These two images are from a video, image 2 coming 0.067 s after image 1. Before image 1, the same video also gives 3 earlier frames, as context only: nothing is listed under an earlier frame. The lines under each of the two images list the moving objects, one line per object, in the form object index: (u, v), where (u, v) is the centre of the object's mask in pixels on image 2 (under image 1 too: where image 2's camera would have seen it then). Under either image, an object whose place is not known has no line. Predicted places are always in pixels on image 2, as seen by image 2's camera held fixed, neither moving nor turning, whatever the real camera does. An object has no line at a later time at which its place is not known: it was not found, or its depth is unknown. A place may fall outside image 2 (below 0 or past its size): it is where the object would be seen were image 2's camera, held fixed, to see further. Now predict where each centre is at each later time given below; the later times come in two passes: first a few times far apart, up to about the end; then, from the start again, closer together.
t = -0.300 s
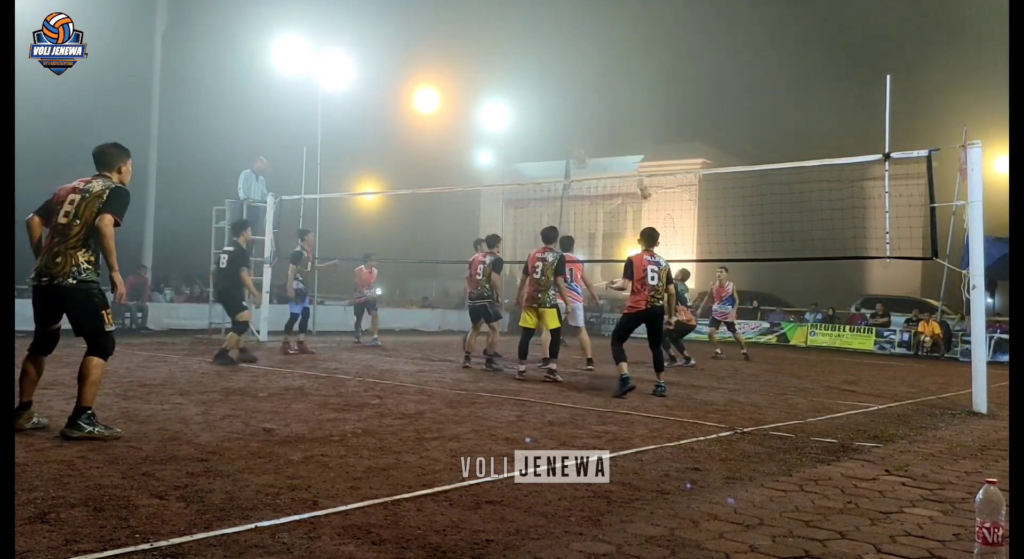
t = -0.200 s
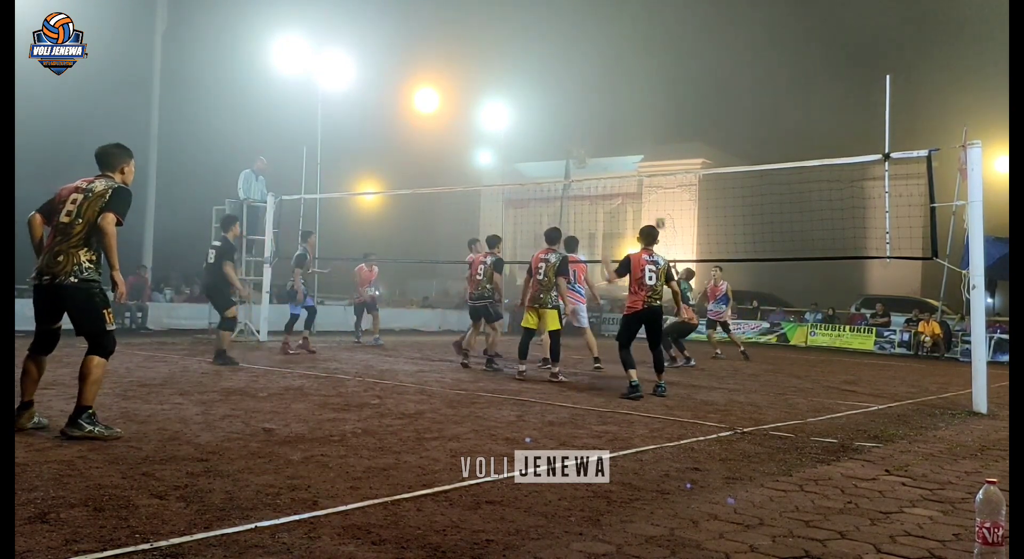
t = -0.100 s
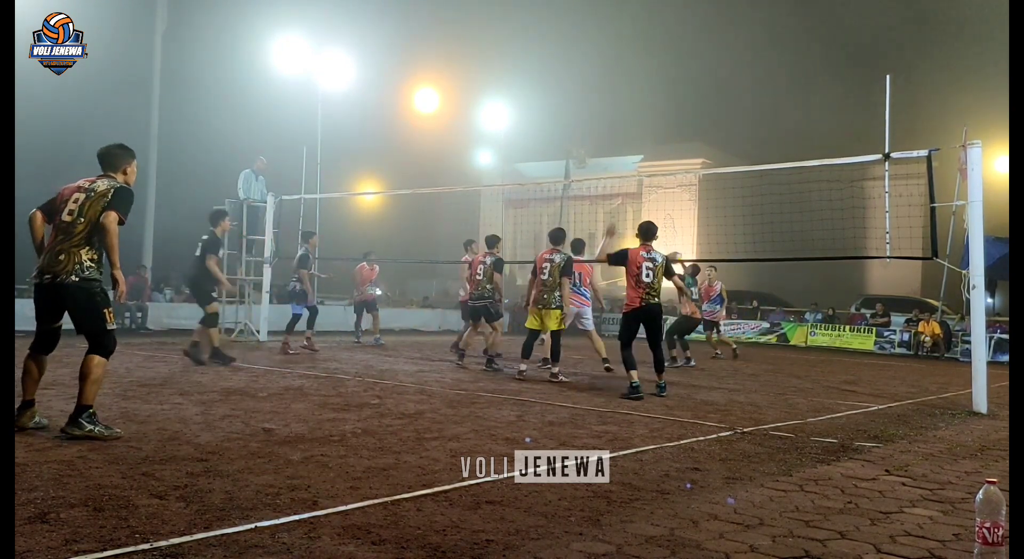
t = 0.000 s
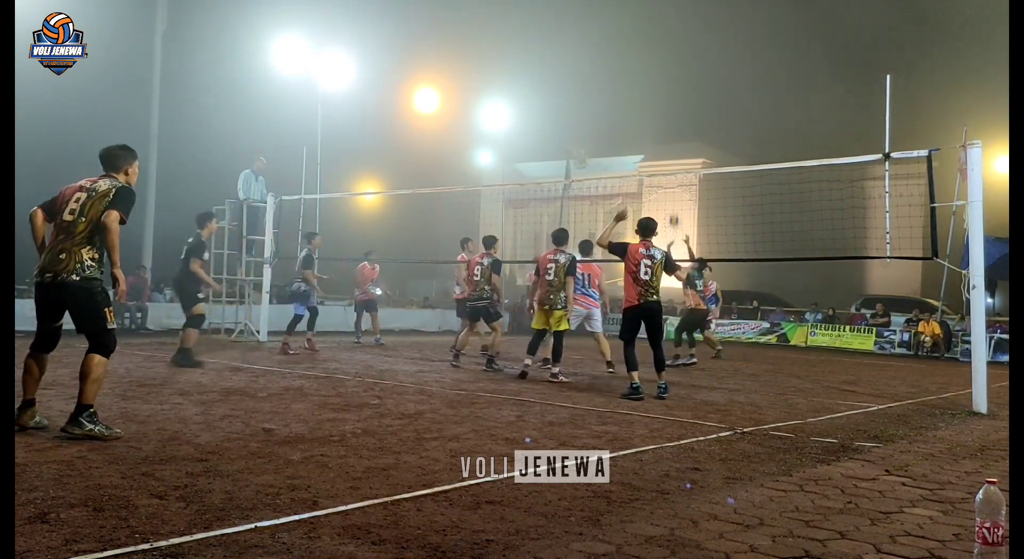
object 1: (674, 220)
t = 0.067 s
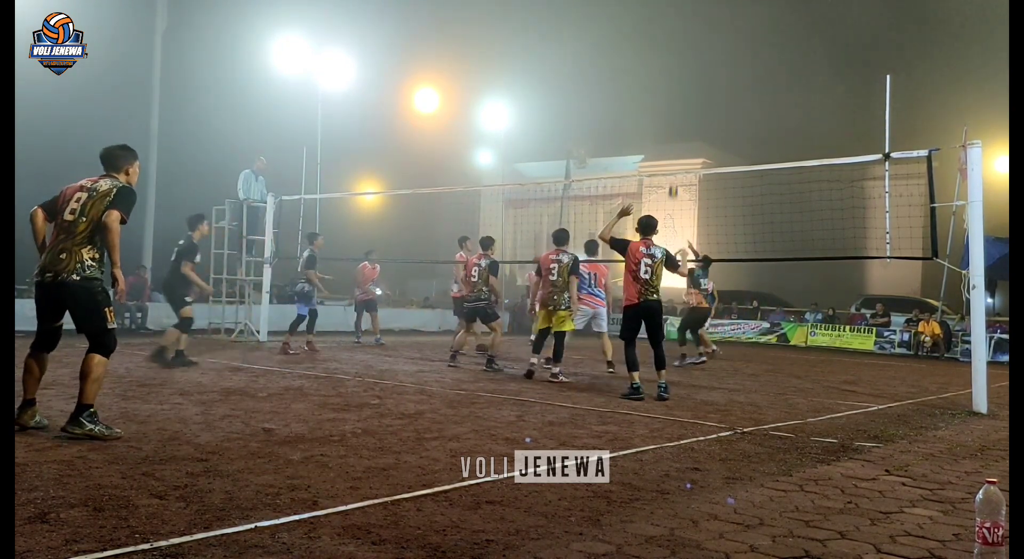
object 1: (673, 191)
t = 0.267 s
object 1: (666, 124)
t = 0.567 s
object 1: (656, 76)
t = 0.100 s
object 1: (672, 180)
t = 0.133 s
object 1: (671, 165)
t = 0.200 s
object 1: (668, 142)
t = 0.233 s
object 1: (667, 134)
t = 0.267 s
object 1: (666, 124)
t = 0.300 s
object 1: (665, 116)
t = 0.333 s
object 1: (664, 108)
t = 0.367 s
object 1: (663, 102)
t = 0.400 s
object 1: (662, 95)
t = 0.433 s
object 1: (660, 90)
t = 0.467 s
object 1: (659, 85)
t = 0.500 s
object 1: (658, 81)
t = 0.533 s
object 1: (657, 78)
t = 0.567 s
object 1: (656, 76)
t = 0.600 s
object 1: (655, 74)
